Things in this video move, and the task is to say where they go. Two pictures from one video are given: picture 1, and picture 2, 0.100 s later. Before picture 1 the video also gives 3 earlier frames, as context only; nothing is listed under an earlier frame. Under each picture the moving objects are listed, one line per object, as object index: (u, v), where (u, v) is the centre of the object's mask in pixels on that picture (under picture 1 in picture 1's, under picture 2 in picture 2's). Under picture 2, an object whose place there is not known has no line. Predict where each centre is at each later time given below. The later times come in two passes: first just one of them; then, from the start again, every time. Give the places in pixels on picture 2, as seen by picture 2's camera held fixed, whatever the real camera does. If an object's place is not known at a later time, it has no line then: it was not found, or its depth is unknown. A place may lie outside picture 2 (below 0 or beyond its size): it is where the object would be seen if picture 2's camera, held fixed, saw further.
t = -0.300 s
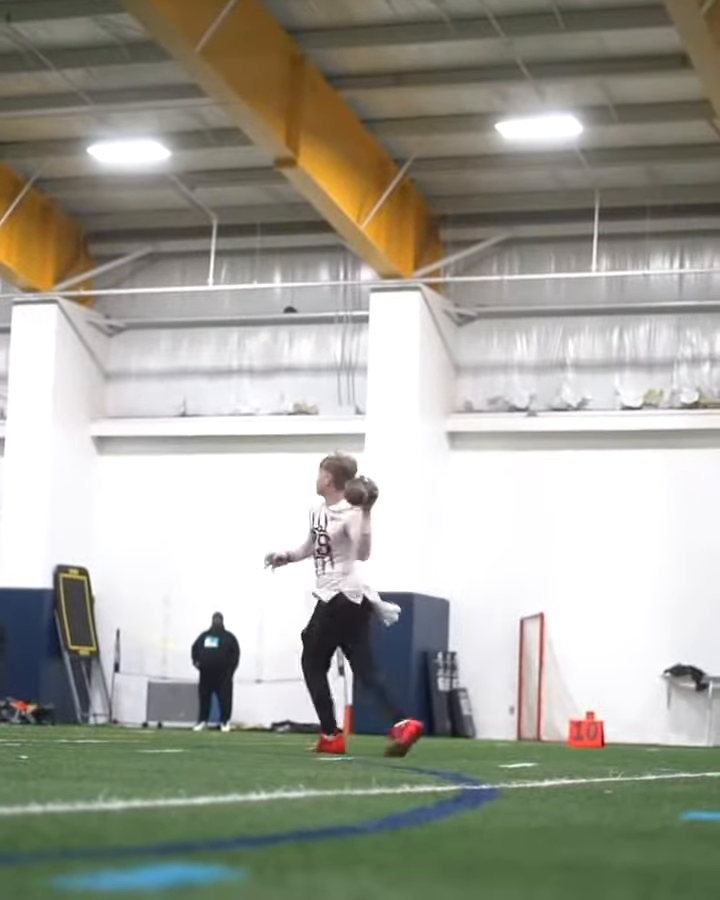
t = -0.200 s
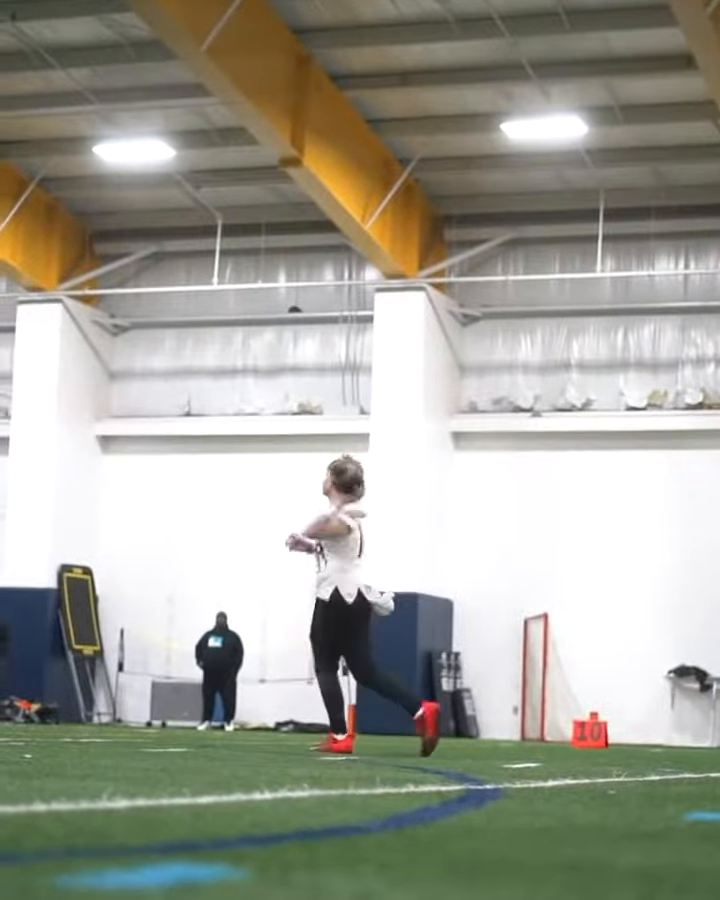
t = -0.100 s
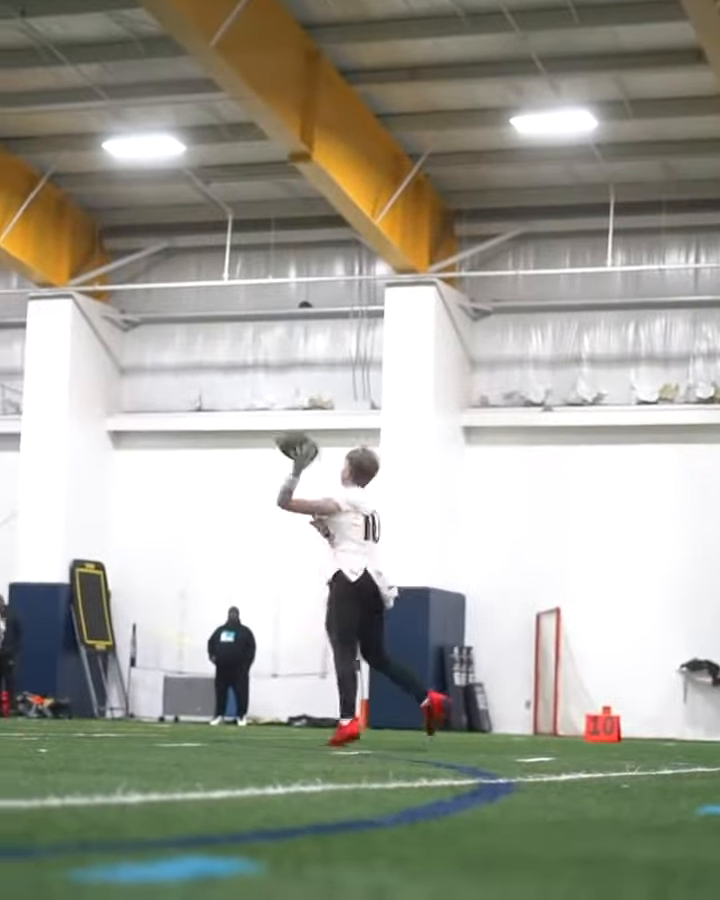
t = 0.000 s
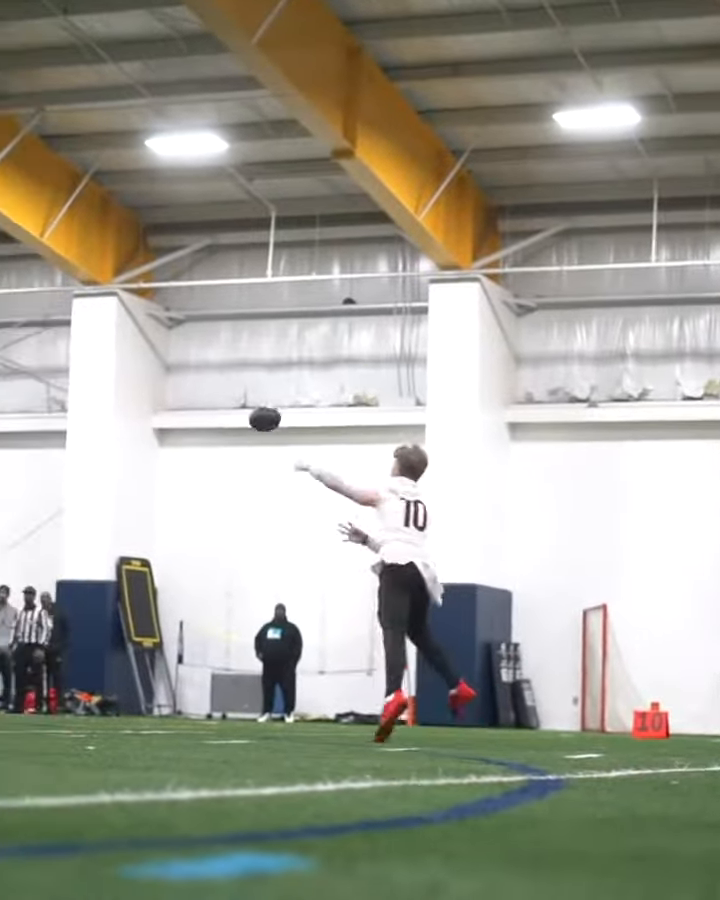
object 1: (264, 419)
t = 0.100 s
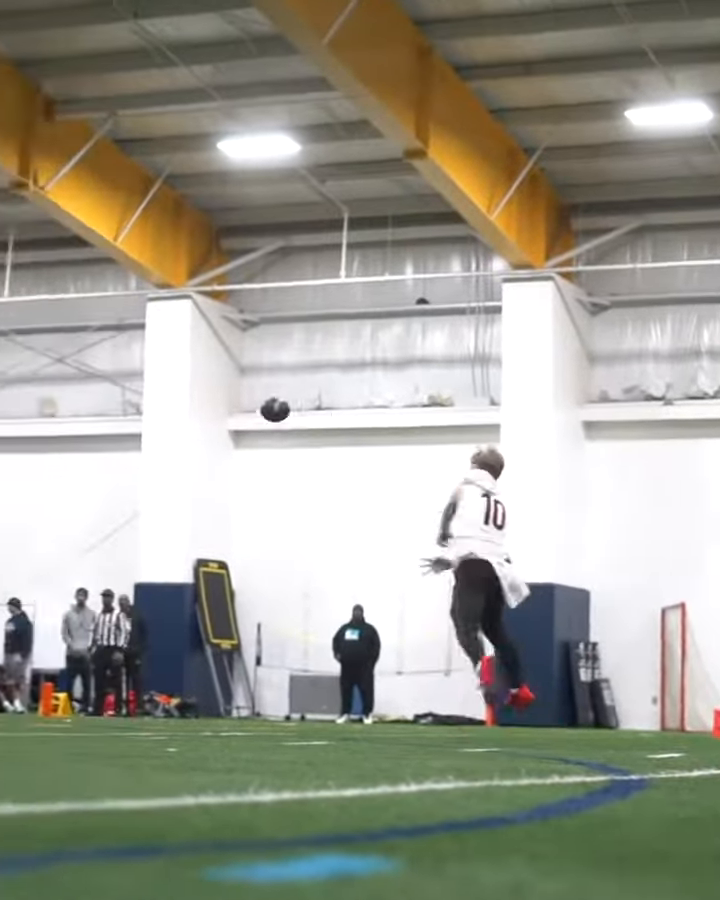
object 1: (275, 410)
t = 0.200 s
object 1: (217, 404)
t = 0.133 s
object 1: (256, 407)
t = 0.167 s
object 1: (236, 405)
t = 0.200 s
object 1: (217, 404)
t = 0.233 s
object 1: (200, 404)
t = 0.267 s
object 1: (184, 404)
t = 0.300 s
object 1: (168, 404)
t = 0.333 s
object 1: (152, 405)
